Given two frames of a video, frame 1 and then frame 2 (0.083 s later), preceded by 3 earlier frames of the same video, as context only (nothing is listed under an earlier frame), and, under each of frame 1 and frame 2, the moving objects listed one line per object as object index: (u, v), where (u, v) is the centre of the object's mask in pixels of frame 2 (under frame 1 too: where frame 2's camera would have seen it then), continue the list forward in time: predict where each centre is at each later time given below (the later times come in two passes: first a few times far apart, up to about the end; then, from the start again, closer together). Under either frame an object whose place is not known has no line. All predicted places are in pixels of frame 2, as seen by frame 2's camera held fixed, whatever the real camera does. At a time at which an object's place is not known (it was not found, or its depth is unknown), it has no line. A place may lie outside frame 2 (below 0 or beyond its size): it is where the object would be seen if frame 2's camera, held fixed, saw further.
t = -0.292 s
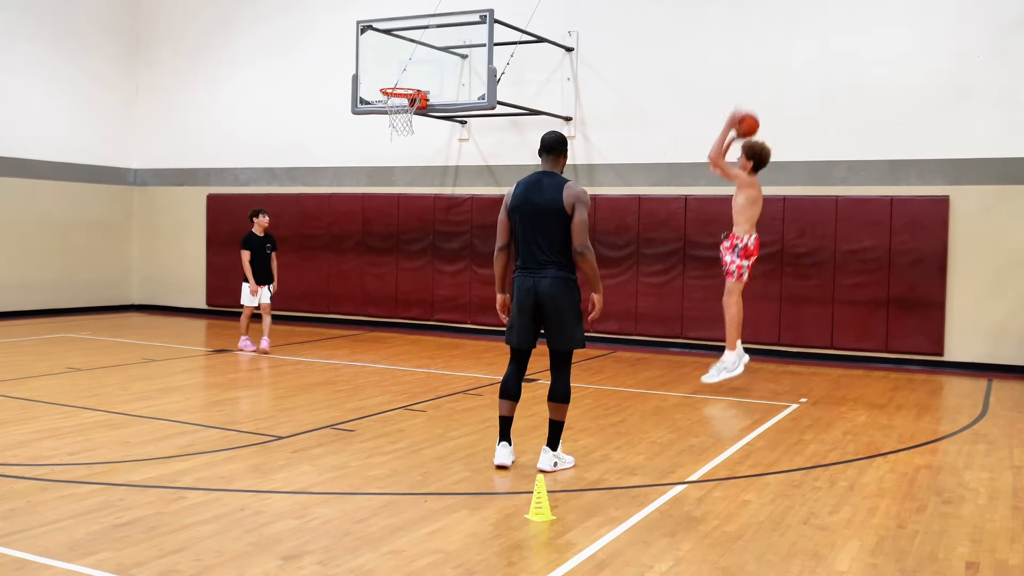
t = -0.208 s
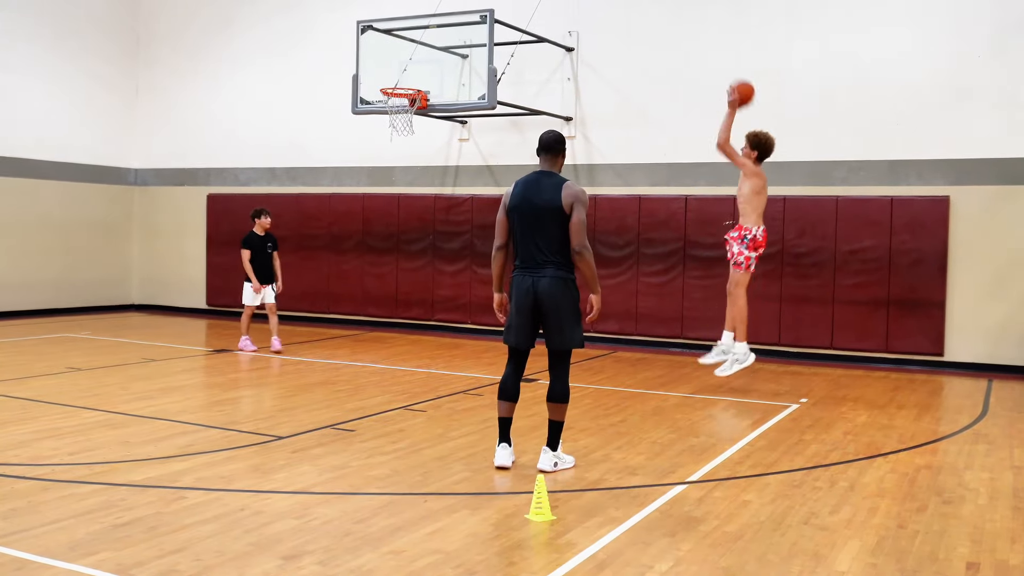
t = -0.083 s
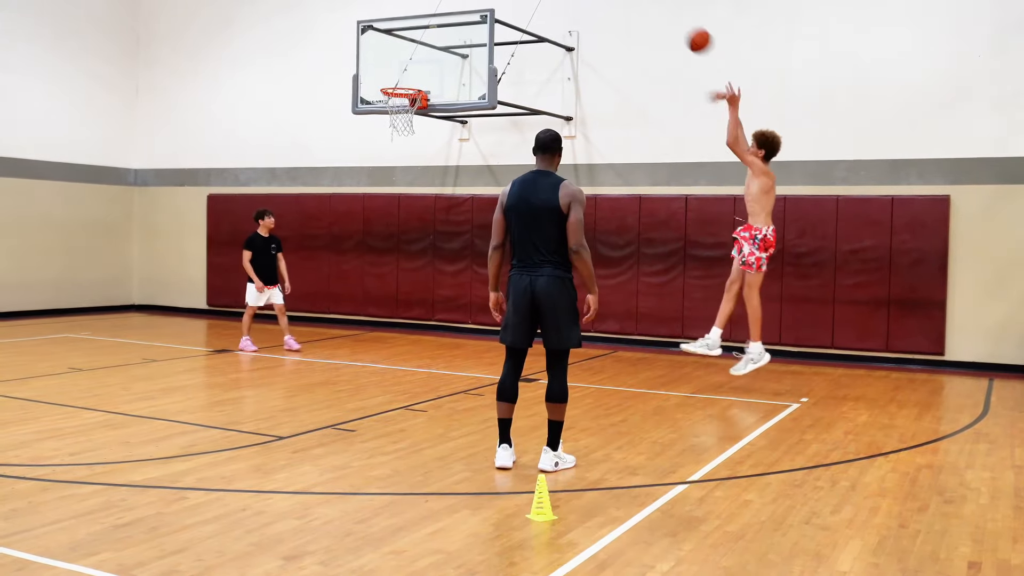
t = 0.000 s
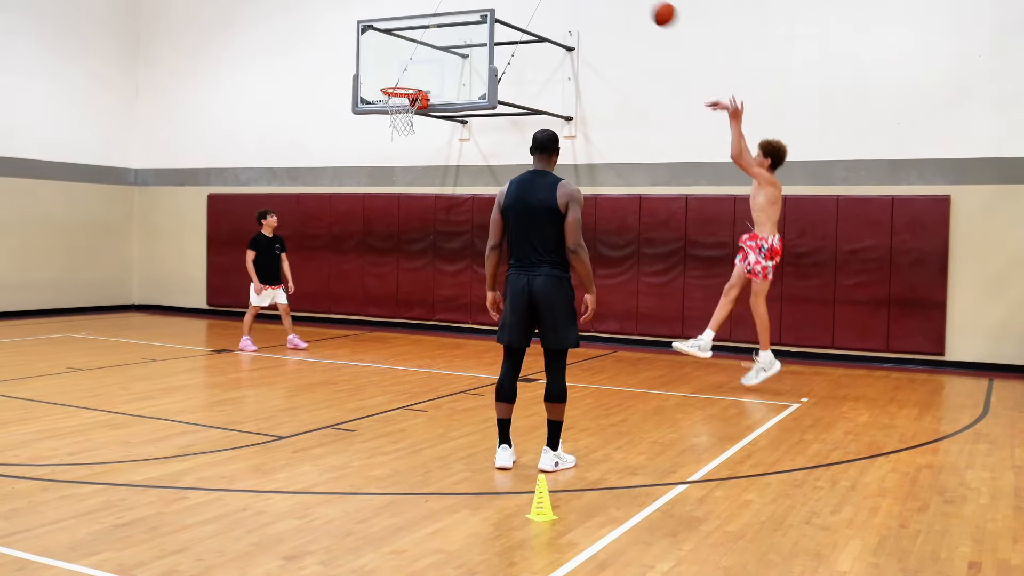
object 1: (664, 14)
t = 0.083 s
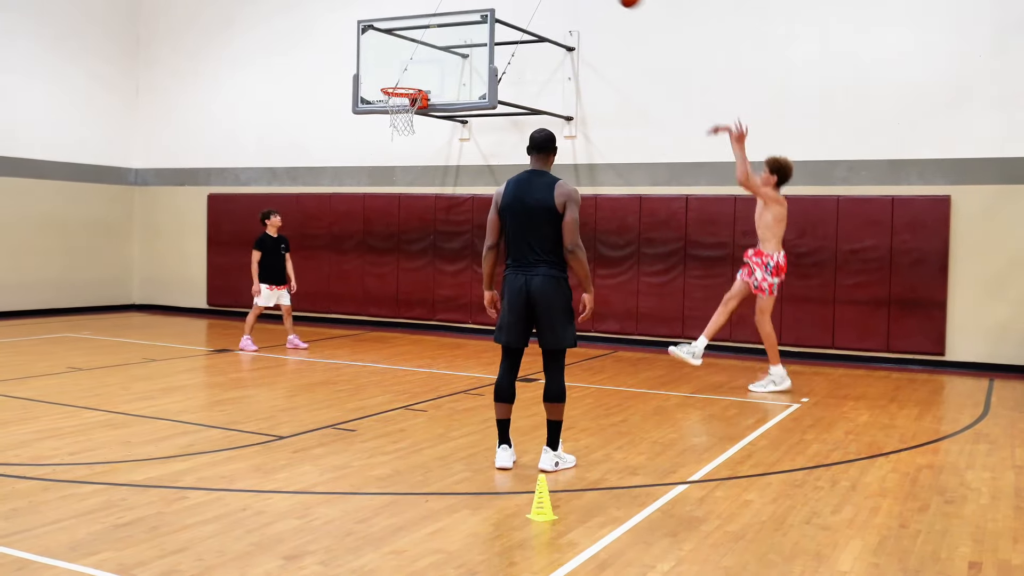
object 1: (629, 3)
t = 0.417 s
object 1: (504, 1)
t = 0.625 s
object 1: (431, 38)
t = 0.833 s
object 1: (413, 76)
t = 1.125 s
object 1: (507, 83)
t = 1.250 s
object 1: (548, 110)
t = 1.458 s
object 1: (616, 189)
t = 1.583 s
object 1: (656, 257)
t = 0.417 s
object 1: (504, 1)
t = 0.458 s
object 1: (489, 3)
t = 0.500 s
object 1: (474, 7)
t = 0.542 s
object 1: (459, 15)
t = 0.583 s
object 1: (446, 25)
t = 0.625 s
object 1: (431, 38)
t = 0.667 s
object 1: (418, 52)
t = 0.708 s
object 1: (404, 67)
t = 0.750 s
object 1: (391, 82)
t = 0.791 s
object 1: (400, 80)
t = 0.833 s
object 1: (413, 76)
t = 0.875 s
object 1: (426, 72)
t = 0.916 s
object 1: (439, 70)
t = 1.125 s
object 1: (507, 83)
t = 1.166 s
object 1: (520, 90)
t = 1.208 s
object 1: (534, 99)
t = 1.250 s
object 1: (548, 110)
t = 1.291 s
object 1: (562, 122)
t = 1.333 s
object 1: (575, 136)
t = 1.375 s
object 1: (589, 152)
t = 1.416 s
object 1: (603, 170)
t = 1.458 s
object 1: (616, 189)
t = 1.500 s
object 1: (629, 210)
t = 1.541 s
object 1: (643, 232)
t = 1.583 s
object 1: (656, 257)
